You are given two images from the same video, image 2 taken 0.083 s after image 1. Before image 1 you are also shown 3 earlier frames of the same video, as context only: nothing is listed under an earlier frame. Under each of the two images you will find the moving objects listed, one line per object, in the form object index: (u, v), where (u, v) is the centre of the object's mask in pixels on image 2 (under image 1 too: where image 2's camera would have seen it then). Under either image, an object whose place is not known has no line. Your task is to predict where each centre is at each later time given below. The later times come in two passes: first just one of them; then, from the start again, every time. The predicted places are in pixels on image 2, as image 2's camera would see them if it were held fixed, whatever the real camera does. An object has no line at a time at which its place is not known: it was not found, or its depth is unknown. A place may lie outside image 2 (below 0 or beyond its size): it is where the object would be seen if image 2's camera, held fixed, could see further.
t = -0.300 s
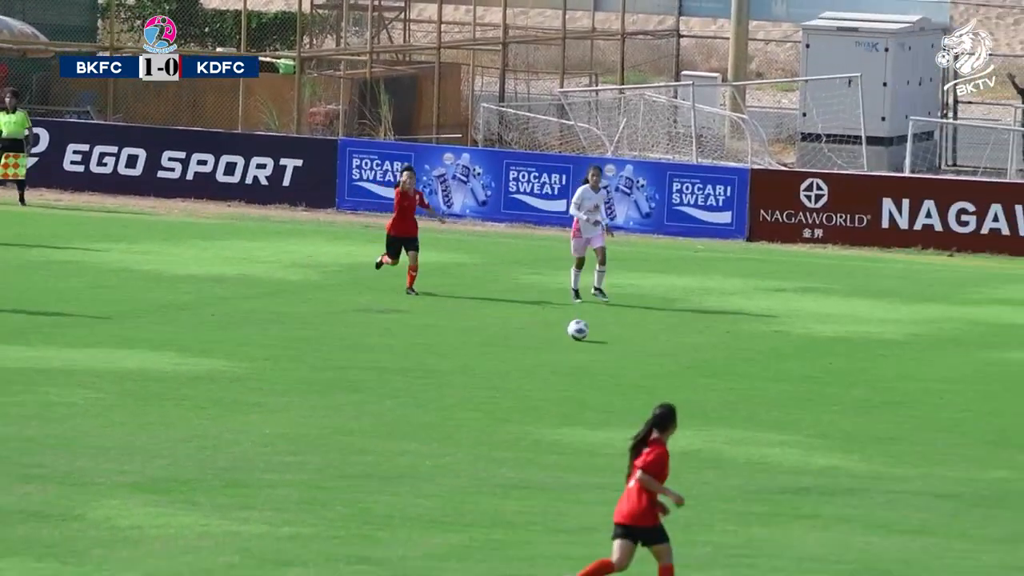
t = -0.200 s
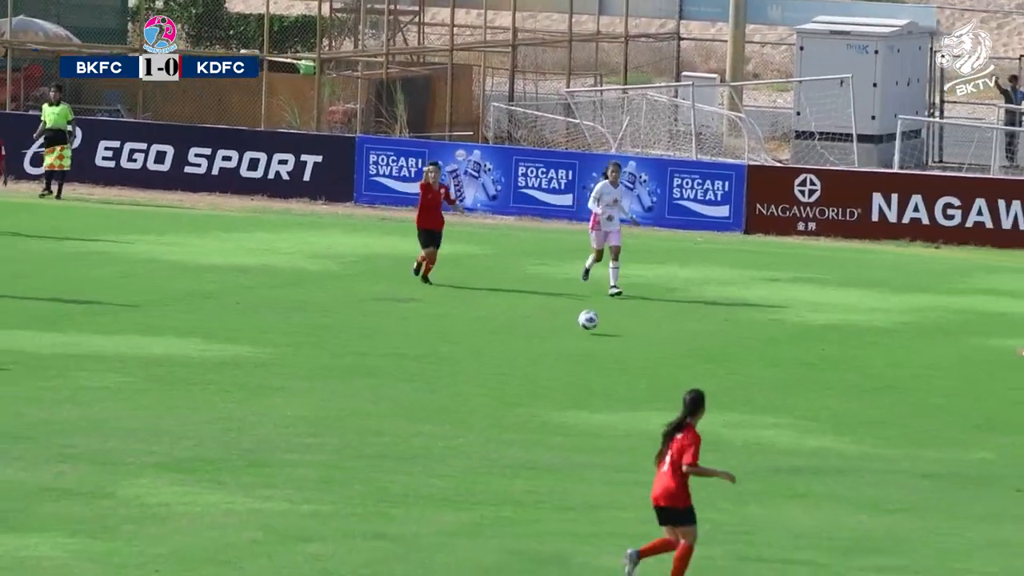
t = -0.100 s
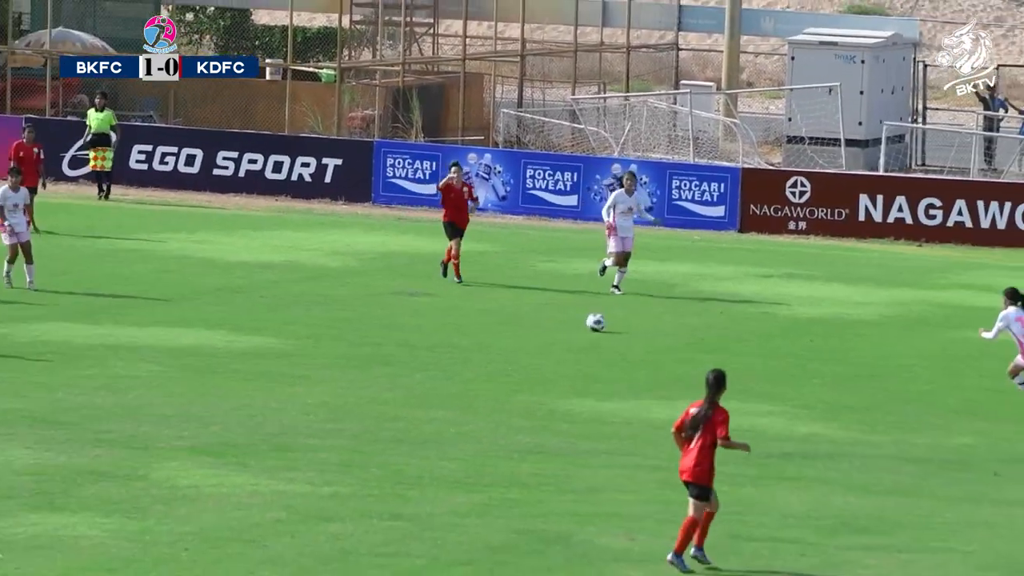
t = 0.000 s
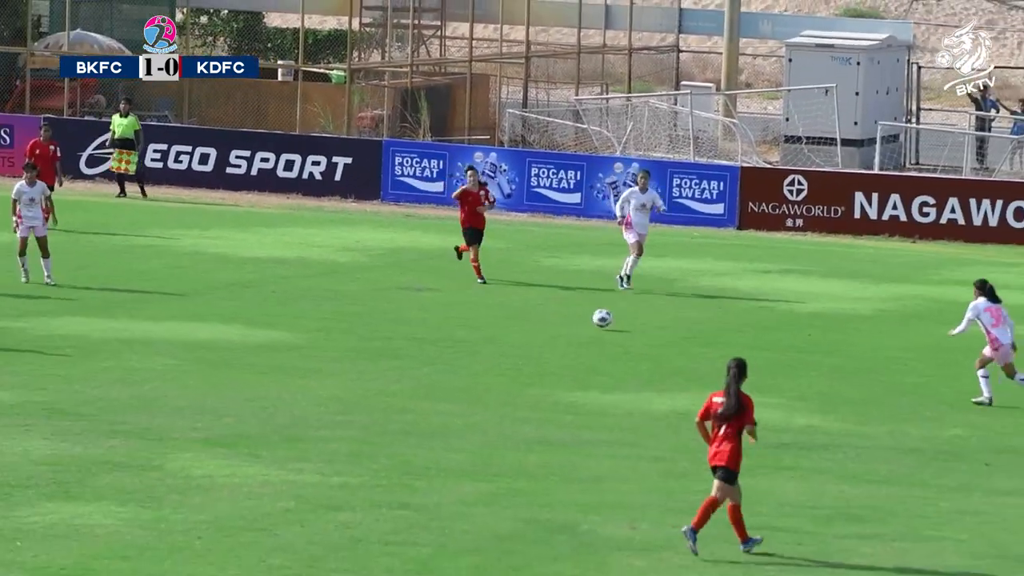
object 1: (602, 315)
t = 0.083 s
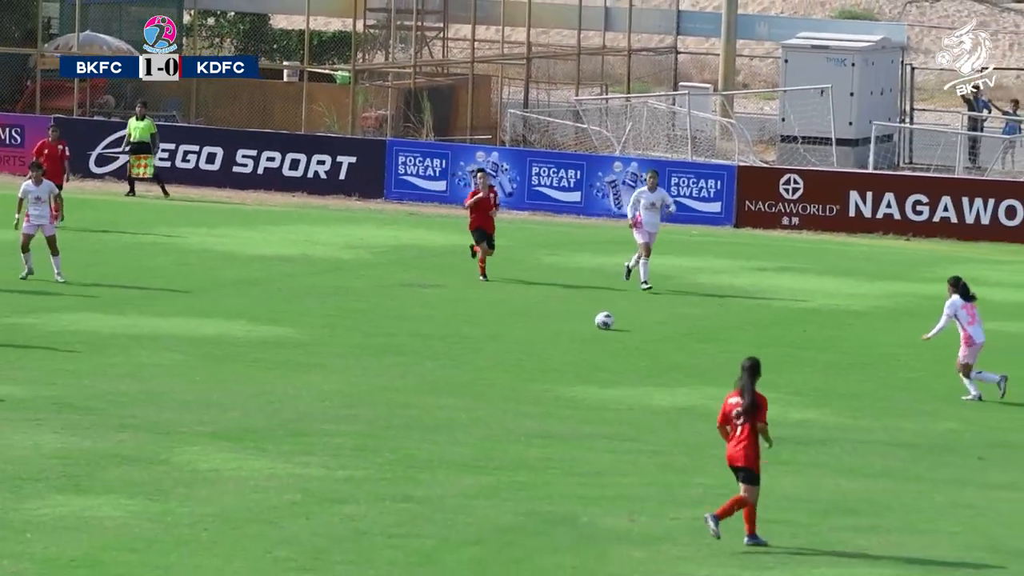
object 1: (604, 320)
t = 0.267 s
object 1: (610, 326)
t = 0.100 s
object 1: (605, 321)
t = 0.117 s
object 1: (605, 320)
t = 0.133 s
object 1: (605, 321)
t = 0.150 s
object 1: (606, 322)
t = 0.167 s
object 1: (606, 323)
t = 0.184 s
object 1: (607, 324)
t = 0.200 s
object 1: (607, 325)
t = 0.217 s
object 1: (607, 325)
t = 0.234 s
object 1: (608, 325)
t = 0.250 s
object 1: (609, 326)
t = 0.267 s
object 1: (610, 326)
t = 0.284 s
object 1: (610, 327)
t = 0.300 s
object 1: (611, 328)
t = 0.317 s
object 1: (611, 329)
